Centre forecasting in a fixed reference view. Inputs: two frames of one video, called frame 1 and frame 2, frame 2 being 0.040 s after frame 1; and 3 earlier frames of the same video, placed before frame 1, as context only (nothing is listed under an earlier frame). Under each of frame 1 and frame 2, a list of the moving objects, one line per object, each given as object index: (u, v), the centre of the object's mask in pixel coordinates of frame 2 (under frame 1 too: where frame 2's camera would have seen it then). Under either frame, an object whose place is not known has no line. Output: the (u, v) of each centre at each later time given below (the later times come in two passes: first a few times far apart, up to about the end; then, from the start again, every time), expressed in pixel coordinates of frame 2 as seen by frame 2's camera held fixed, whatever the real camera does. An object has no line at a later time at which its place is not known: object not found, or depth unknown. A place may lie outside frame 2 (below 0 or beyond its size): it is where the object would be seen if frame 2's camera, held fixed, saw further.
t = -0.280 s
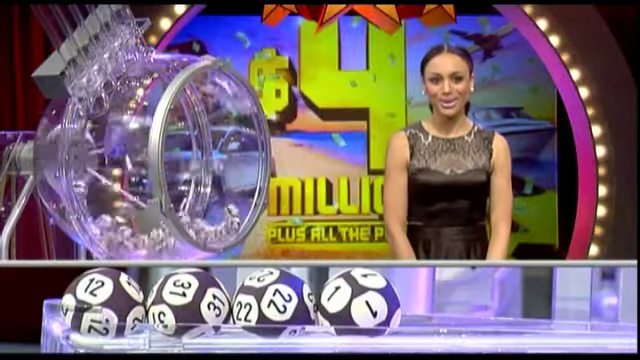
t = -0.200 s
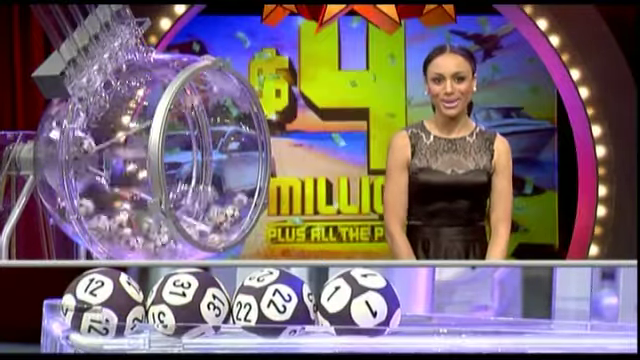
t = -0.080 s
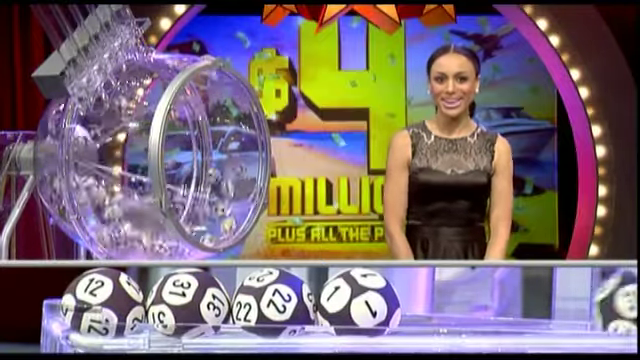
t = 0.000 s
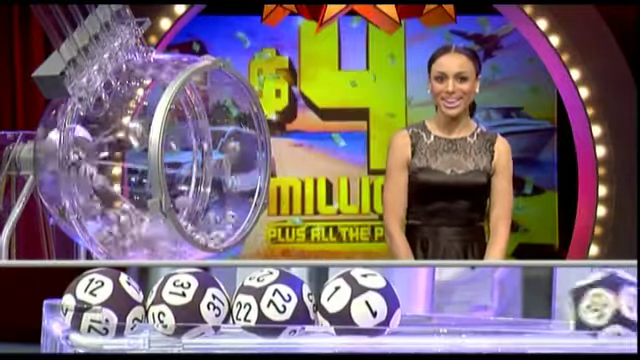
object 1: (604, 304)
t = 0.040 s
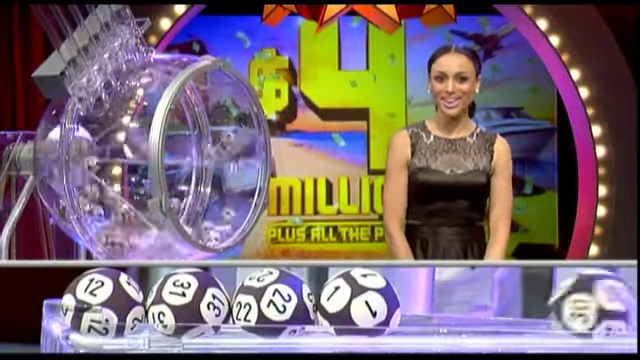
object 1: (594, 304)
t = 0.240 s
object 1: (506, 304)
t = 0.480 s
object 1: (445, 304)
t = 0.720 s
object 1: (443, 304)
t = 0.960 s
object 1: (443, 304)
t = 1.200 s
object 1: (443, 304)
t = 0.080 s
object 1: (574, 304)
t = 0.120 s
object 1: (559, 304)
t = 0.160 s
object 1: (542, 304)
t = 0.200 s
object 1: (523, 303)
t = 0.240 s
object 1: (506, 304)
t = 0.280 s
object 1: (488, 303)
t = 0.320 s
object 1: (467, 304)
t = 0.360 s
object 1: (449, 304)
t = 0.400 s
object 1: (443, 305)
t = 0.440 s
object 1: (444, 304)
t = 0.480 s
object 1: (445, 304)
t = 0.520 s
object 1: (445, 305)
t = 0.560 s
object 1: (445, 305)
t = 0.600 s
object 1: (445, 304)
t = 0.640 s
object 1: (444, 304)
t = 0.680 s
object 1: (444, 304)
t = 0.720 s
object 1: (443, 304)
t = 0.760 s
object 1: (443, 304)
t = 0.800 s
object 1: (443, 304)
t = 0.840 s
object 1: (443, 304)
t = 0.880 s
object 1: (443, 304)
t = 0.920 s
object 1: (443, 304)
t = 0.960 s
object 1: (443, 304)
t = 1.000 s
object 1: (443, 304)
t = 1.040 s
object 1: (443, 304)
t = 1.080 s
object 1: (443, 304)
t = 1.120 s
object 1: (443, 304)
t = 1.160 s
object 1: (443, 304)
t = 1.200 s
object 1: (443, 304)
